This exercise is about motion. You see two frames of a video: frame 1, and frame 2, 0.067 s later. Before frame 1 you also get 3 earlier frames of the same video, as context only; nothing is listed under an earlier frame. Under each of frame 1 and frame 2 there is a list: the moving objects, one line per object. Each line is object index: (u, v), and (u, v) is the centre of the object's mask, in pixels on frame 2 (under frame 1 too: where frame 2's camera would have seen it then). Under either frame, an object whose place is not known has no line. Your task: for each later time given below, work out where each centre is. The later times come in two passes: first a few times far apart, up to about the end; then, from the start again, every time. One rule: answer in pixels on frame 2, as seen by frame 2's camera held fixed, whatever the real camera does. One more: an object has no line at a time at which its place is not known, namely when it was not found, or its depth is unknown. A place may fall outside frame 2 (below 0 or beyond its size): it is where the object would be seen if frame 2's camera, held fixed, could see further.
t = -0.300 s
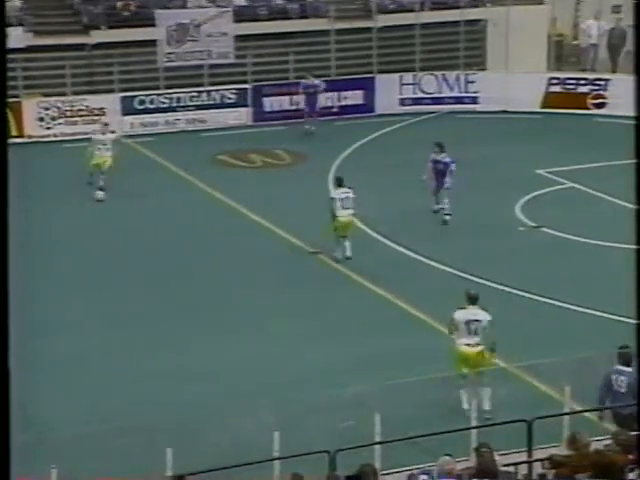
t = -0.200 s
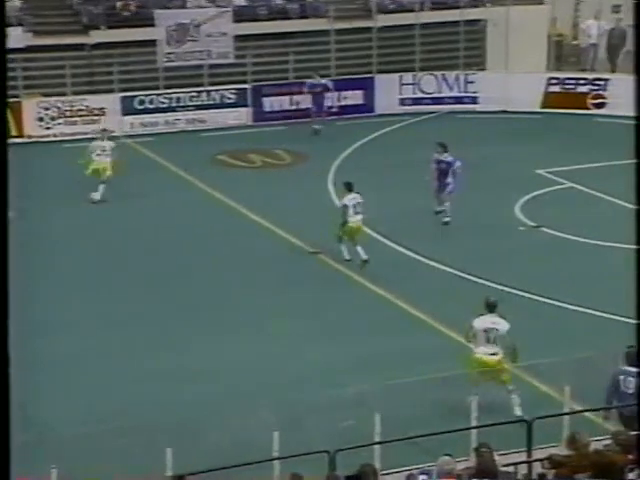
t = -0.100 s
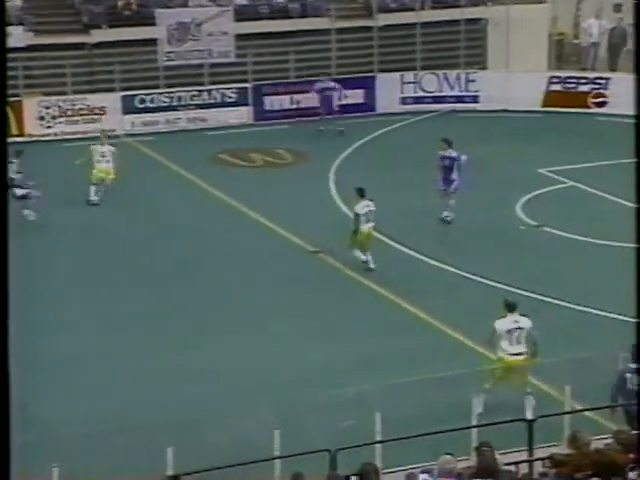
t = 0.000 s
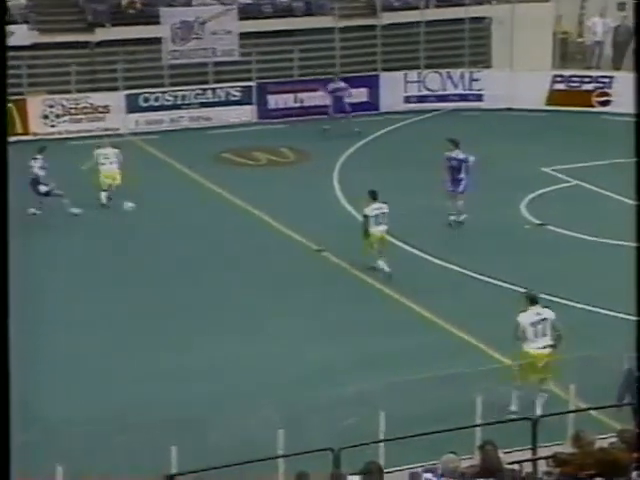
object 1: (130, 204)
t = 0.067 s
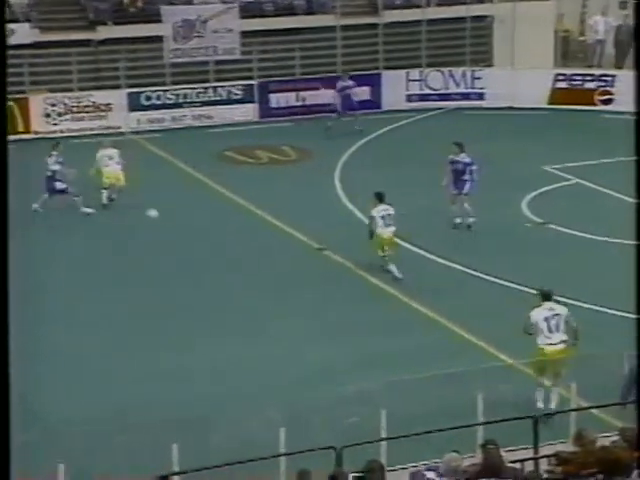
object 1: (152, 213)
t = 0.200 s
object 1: (202, 238)
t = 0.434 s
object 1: (312, 310)
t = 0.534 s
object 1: (362, 321)
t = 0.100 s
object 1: (163, 218)
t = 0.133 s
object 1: (176, 224)
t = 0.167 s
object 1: (189, 231)
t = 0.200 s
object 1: (202, 238)
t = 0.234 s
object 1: (216, 246)
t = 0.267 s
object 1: (231, 254)
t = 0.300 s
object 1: (245, 264)
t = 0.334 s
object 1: (262, 274)
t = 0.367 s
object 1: (278, 286)
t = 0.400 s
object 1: (295, 298)
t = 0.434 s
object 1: (312, 310)
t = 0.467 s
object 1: (329, 313)
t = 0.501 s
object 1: (344, 316)
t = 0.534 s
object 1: (362, 321)
